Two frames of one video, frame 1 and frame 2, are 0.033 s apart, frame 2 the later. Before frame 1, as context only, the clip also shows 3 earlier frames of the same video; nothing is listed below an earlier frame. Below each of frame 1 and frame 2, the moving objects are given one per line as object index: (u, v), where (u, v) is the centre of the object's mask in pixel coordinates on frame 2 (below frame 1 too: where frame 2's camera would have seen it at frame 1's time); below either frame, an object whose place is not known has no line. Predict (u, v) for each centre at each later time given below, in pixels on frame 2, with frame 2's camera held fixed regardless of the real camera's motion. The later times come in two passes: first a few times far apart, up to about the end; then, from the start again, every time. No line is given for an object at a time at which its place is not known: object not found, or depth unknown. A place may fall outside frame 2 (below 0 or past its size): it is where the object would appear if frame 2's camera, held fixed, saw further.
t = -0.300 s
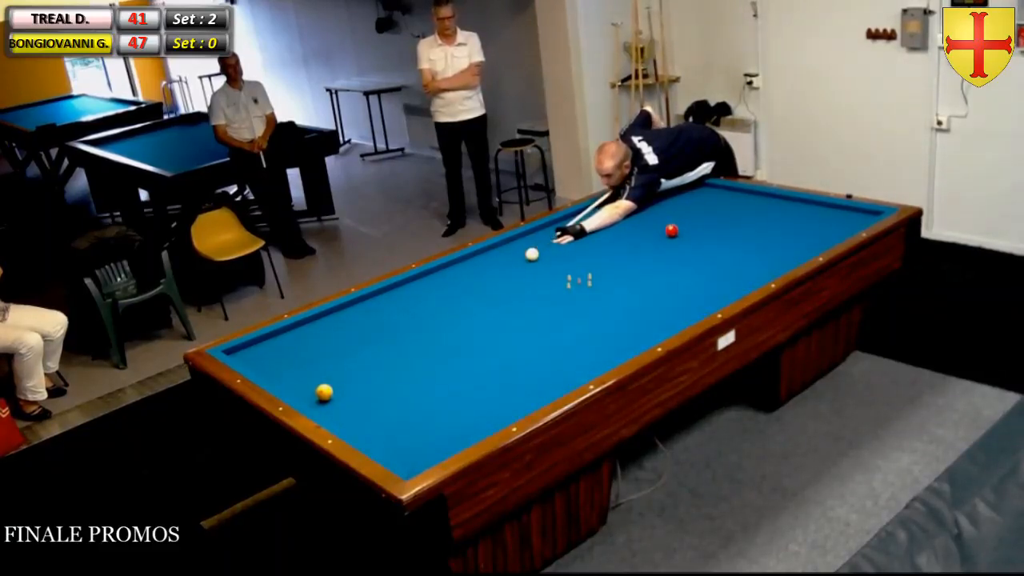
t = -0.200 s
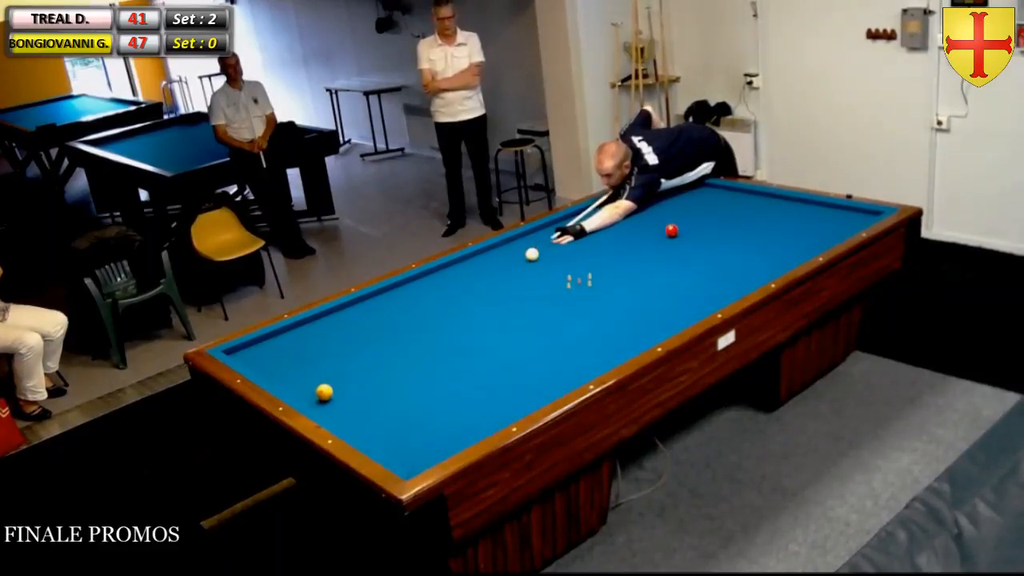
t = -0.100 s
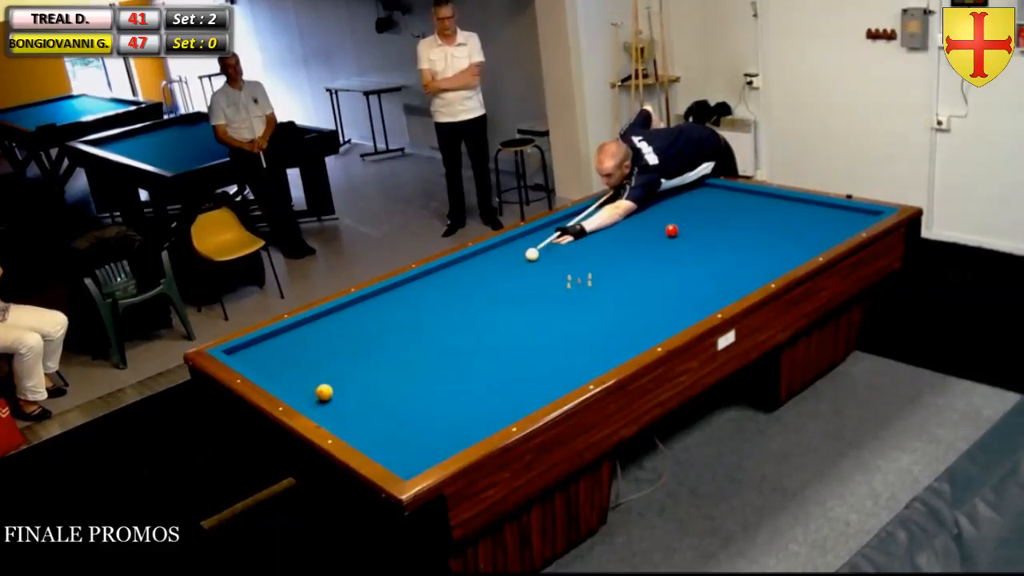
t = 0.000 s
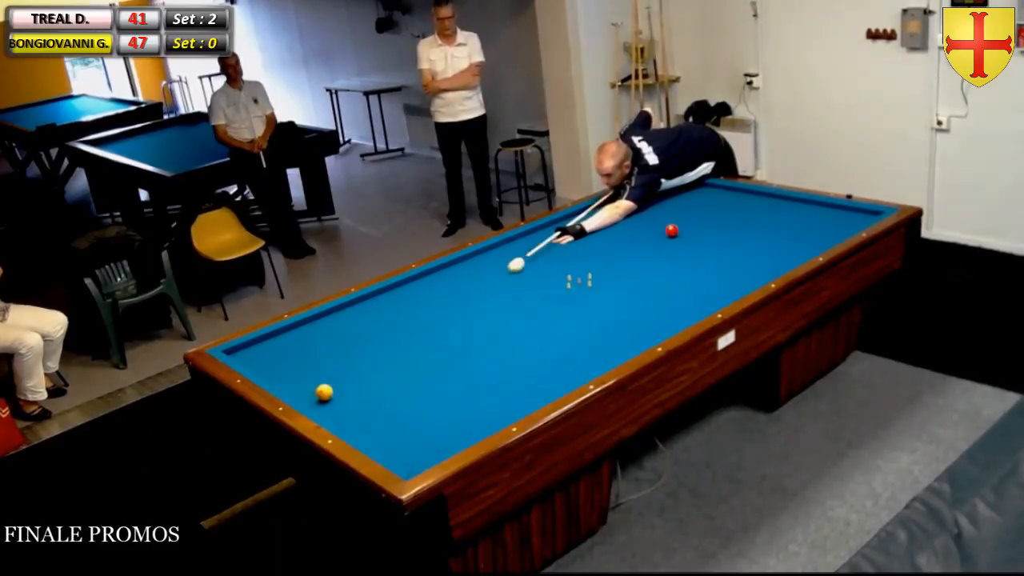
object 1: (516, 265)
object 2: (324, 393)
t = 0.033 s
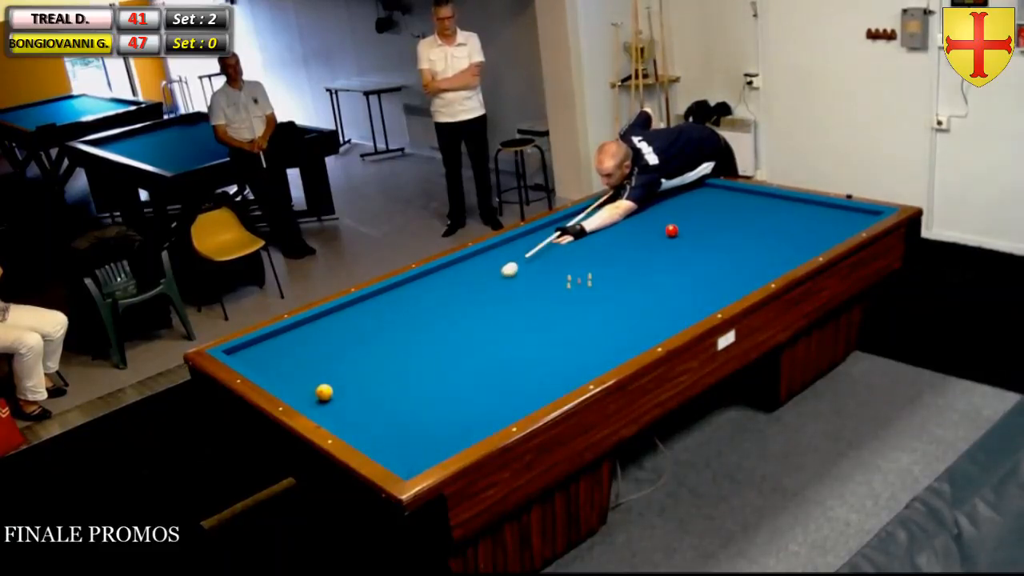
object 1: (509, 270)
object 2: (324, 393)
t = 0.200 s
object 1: (477, 292)
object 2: (324, 393)
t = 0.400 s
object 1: (435, 321)
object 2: (324, 393)
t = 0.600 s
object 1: (388, 353)
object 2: (324, 393)
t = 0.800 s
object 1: (340, 388)
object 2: (320, 394)
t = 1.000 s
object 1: (341, 406)
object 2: (332, 387)
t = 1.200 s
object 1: (349, 418)
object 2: (360, 373)
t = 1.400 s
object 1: (372, 420)
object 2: (386, 360)
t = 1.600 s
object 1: (396, 422)
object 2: (412, 348)
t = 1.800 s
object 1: (419, 424)
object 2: (436, 337)
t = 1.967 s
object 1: (439, 425)
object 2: (455, 327)
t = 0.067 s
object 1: (503, 274)
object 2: (324, 393)
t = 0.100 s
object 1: (496, 279)
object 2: (324, 393)
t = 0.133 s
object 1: (490, 283)
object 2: (324, 393)
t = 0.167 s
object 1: (484, 287)
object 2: (324, 393)
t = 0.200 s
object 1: (477, 292)
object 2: (324, 393)
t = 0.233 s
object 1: (470, 297)
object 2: (324, 393)
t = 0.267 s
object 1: (464, 301)
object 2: (324, 393)
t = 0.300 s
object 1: (457, 306)
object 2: (324, 393)
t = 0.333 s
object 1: (450, 311)
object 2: (324, 393)
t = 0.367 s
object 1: (442, 316)
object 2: (324, 393)
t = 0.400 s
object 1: (435, 321)
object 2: (324, 393)
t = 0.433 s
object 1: (428, 326)
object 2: (324, 393)
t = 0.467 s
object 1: (420, 331)
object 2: (324, 393)
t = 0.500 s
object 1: (413, 336)
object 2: (324, 393)
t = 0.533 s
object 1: (405, 342)
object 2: (324, 392)
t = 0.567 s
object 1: (397, 347)
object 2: (324, 393)
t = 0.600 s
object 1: (388, 353)
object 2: (324, 393)
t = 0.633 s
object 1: (380, 359)
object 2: (324, 392)
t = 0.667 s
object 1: (372, 365)
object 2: (324, 393)
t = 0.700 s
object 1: (363, 371)
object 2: (324, 393)
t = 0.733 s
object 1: (354, 377)
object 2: (324, 393)
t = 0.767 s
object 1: (345, 383)
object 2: (324, 393)
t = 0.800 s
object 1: (340, 388)
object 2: (320, 394)
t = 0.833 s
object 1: (342, 391)
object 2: (311, 397)
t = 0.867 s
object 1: (343, 393)
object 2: (310, 397)
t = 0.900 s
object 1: (343, 396)
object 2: (316, 394)
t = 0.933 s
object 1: (343, 399)
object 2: (322, 391)
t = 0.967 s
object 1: (342, 403)
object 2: (327, 389)
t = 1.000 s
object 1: (341, 406)
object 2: (332, 387)
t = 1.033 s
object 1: (340, 409)
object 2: (336, 384)
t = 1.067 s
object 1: (339, 413)
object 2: (342, 382)
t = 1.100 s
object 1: (338, 416)
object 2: (346, 380)
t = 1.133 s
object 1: (340, 417)
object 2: (351, 377)
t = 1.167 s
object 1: (344, 418)
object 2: (355, 375)
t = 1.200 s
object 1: (349, 418)
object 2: (360, 373)
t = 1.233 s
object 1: (352, 418)
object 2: (365, 371)
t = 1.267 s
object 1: (356, 419)
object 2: (369, 369)
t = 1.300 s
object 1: (360, 419)
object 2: (373, 367)
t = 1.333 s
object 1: (364, 419)
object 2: (378, 364)
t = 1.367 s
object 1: (368, 420)
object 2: (382, 362)
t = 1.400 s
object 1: (372, 420)
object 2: (386, 360)
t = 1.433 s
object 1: (376, 420)
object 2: (391, 358)
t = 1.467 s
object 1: (380, 420)
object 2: (395, 356)
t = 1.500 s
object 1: (384, 421)
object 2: (399, 354)
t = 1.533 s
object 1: (388, 421)
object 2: (404, 352)
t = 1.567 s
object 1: (392, 421)
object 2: (408, 350)
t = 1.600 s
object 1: (396, 422)
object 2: (412, 348)
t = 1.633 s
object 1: (400, 422)
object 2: (416, 346)
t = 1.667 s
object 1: (403, 422)
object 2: (420, 344)
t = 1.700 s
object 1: (407, 423)
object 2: (424, 342)
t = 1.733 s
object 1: (411, 423)
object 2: (428, 341)
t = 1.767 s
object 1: (415, 423)
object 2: (432, 338)
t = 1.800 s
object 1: (419, 424)
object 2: (436, 337)
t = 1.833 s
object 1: (423, 424)
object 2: (440, 335)
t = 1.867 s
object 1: (427, 424)
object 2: (444, 333)
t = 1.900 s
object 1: (431, 424)
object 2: (448, 331)
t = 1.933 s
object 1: (435, 424)
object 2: (451, 329)
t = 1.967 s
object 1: (439, 425)
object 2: (455, 327)
